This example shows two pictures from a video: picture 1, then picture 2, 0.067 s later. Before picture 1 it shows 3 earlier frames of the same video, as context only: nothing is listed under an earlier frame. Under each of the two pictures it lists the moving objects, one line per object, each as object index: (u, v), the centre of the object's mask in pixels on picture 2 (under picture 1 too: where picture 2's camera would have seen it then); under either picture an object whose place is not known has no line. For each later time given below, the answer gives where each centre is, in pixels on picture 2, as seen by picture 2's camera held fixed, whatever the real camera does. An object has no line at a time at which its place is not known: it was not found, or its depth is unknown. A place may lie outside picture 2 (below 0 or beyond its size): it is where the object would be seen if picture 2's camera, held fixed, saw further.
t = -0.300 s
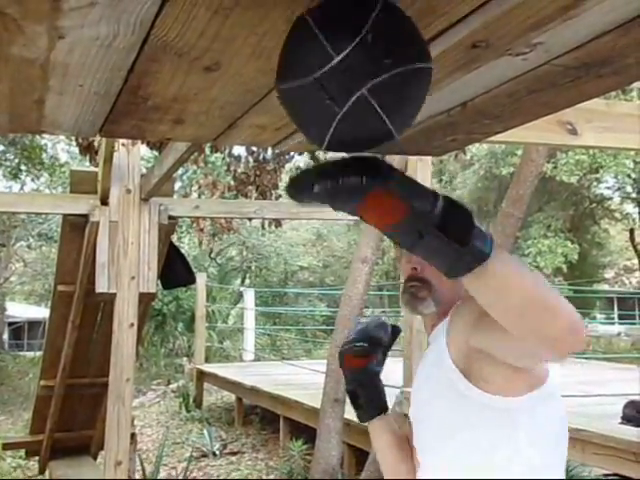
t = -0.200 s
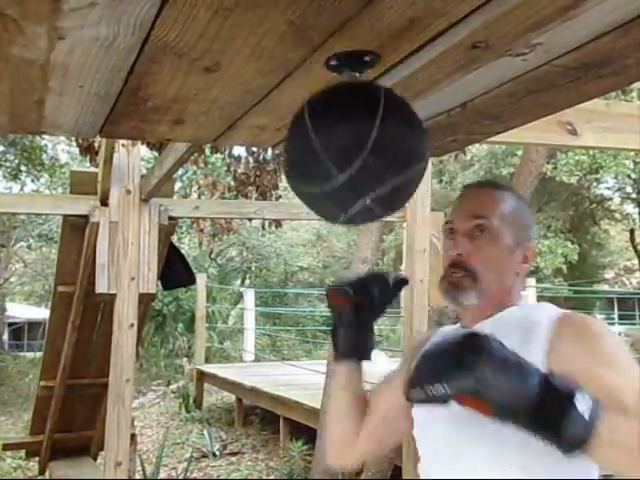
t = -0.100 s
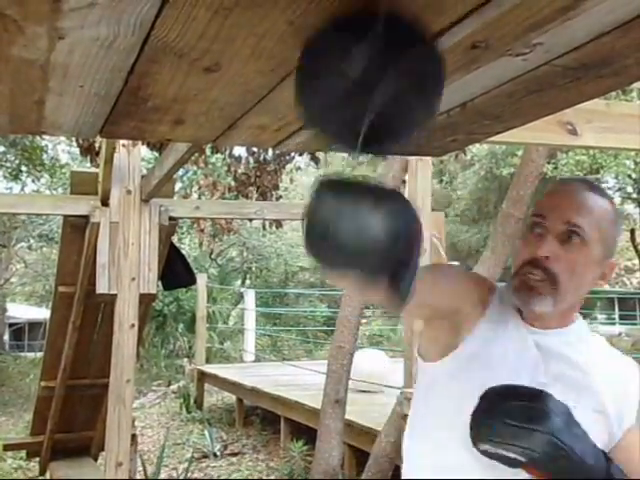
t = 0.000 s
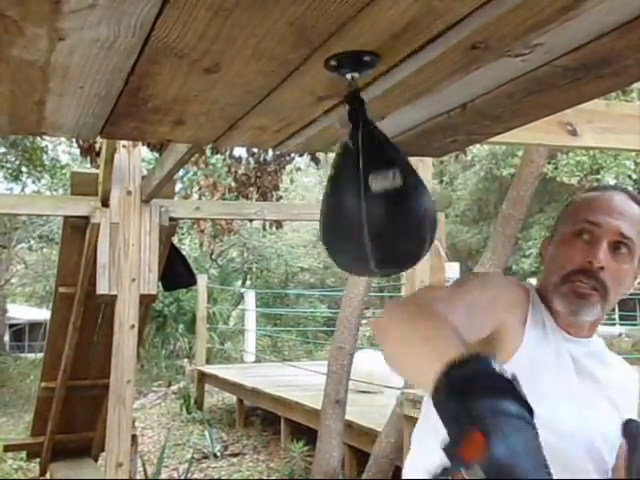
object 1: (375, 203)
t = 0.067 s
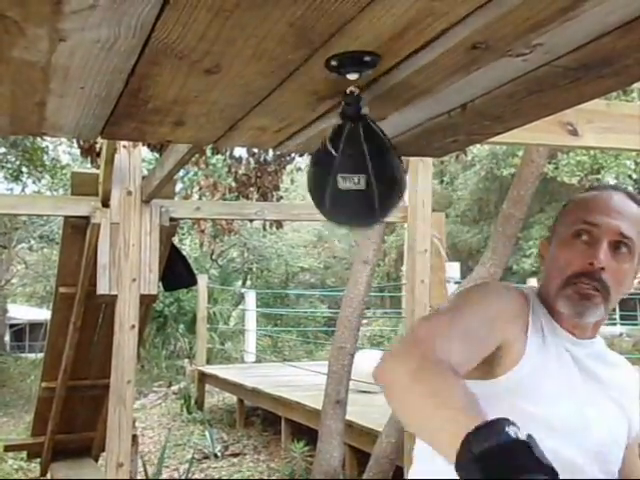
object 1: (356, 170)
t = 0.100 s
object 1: (347, 150)
